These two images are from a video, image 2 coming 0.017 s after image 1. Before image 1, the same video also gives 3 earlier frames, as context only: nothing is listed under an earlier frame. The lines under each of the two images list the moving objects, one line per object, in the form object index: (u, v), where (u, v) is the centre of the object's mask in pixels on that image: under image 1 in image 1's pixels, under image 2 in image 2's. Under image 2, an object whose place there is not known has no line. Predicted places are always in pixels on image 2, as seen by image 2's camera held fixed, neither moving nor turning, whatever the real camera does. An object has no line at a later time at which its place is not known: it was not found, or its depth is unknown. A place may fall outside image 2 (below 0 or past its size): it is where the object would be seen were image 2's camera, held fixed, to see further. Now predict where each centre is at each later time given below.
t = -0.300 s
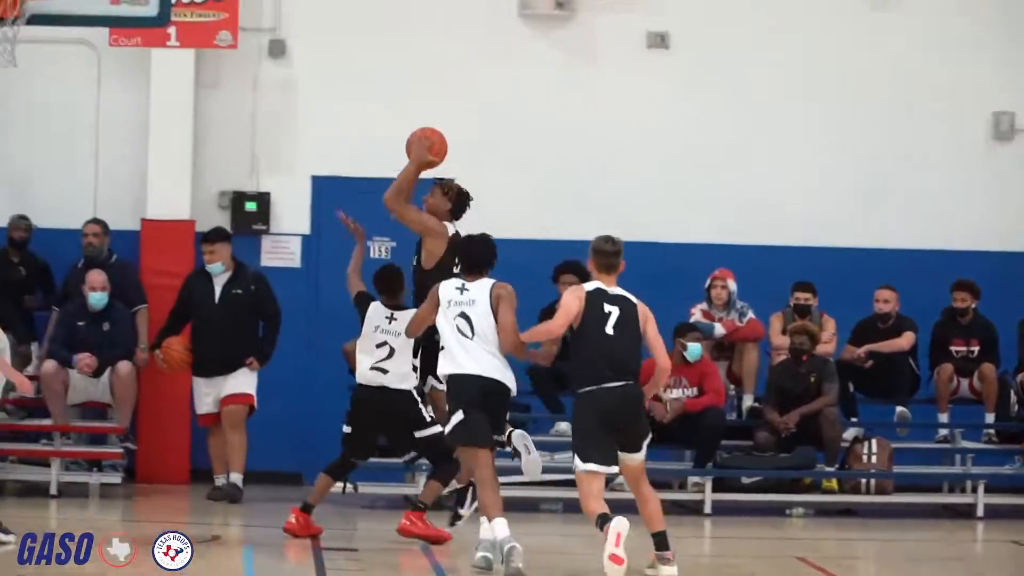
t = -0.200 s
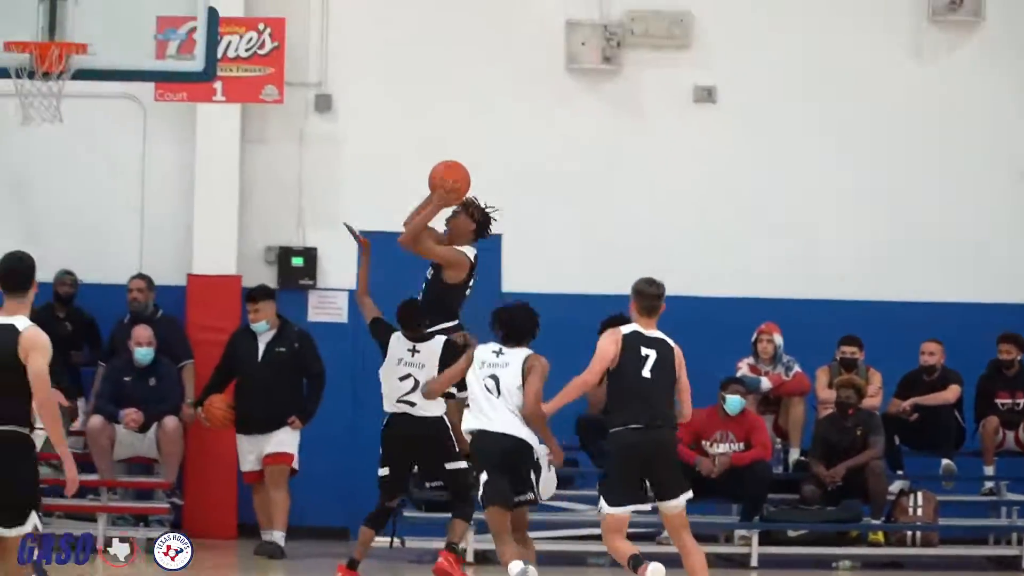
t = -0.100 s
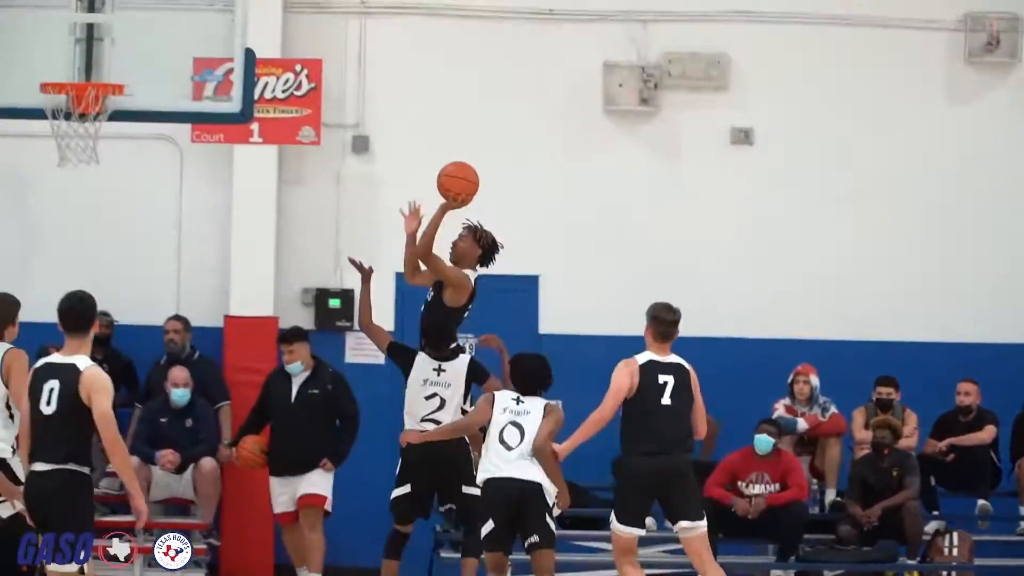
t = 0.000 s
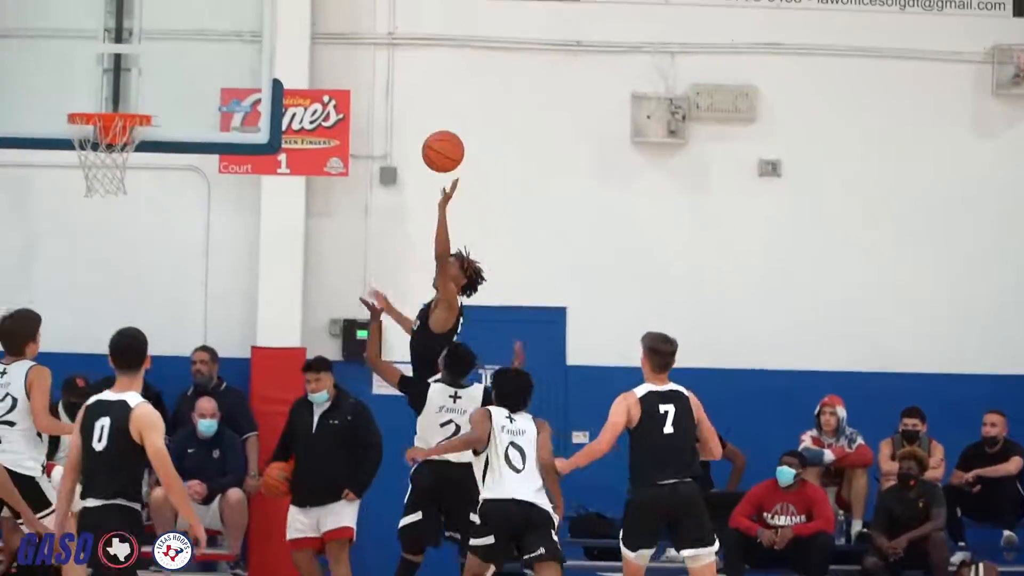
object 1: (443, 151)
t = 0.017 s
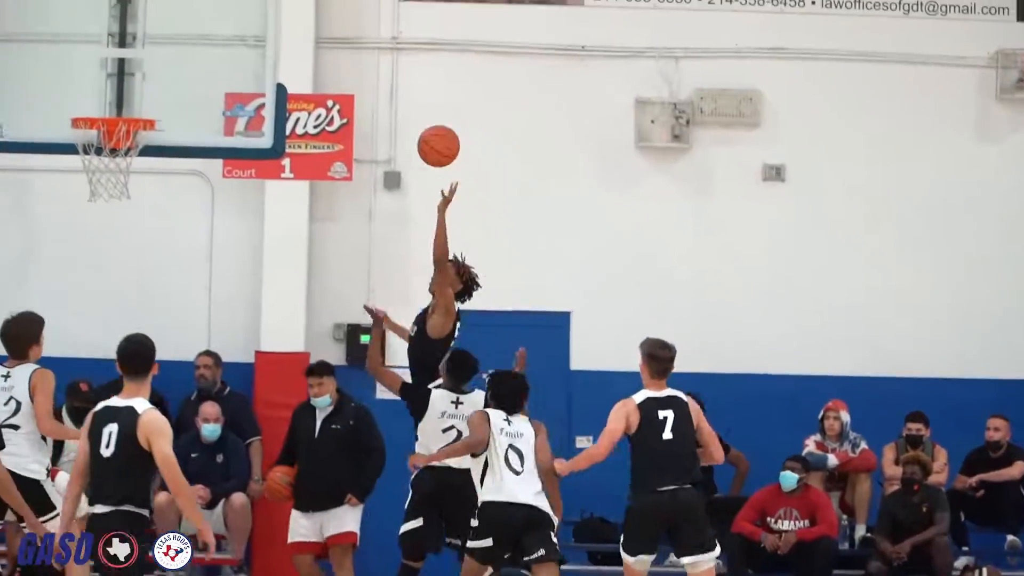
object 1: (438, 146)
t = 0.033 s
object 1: (428, 134)
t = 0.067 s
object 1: (410, 113)
